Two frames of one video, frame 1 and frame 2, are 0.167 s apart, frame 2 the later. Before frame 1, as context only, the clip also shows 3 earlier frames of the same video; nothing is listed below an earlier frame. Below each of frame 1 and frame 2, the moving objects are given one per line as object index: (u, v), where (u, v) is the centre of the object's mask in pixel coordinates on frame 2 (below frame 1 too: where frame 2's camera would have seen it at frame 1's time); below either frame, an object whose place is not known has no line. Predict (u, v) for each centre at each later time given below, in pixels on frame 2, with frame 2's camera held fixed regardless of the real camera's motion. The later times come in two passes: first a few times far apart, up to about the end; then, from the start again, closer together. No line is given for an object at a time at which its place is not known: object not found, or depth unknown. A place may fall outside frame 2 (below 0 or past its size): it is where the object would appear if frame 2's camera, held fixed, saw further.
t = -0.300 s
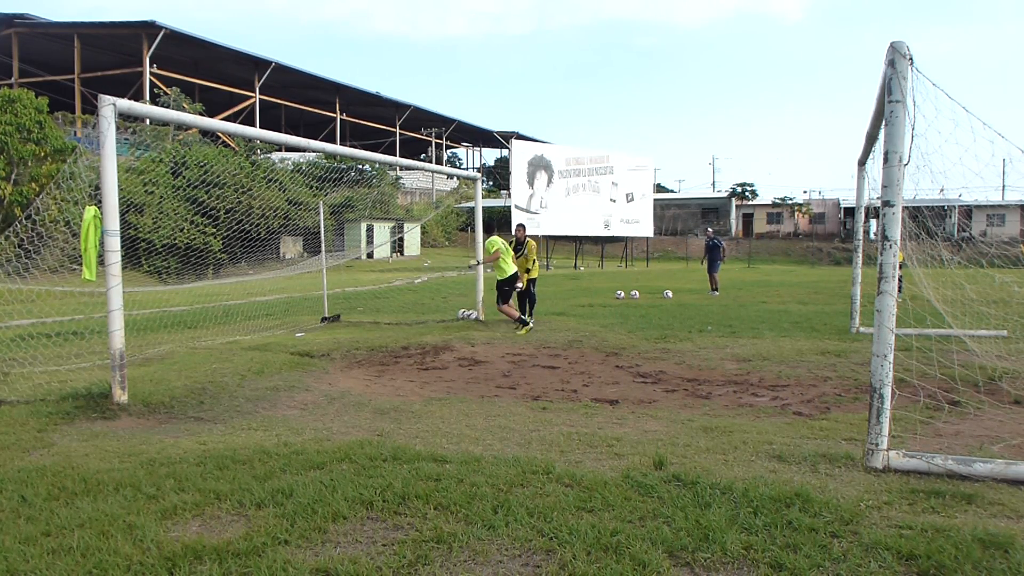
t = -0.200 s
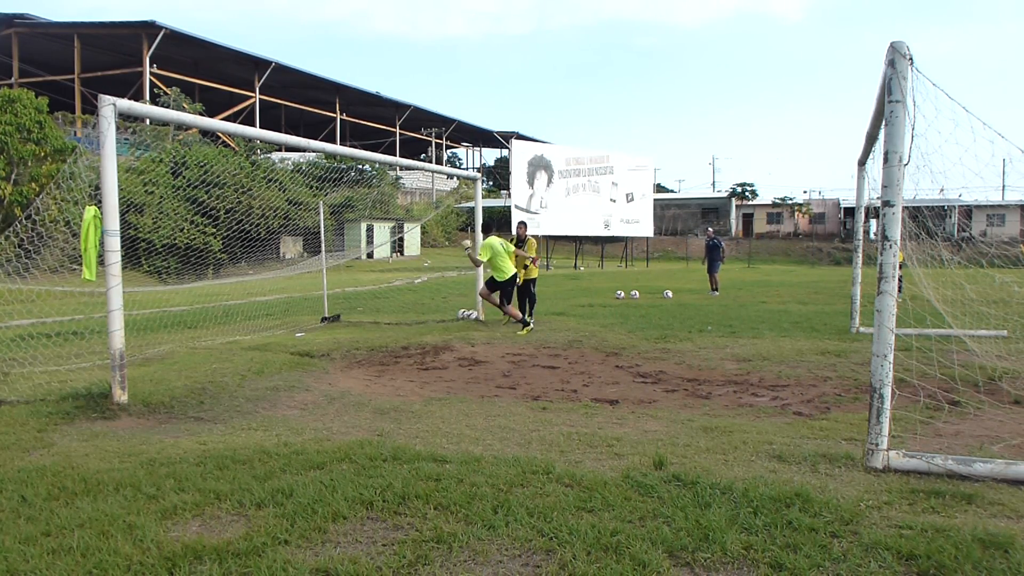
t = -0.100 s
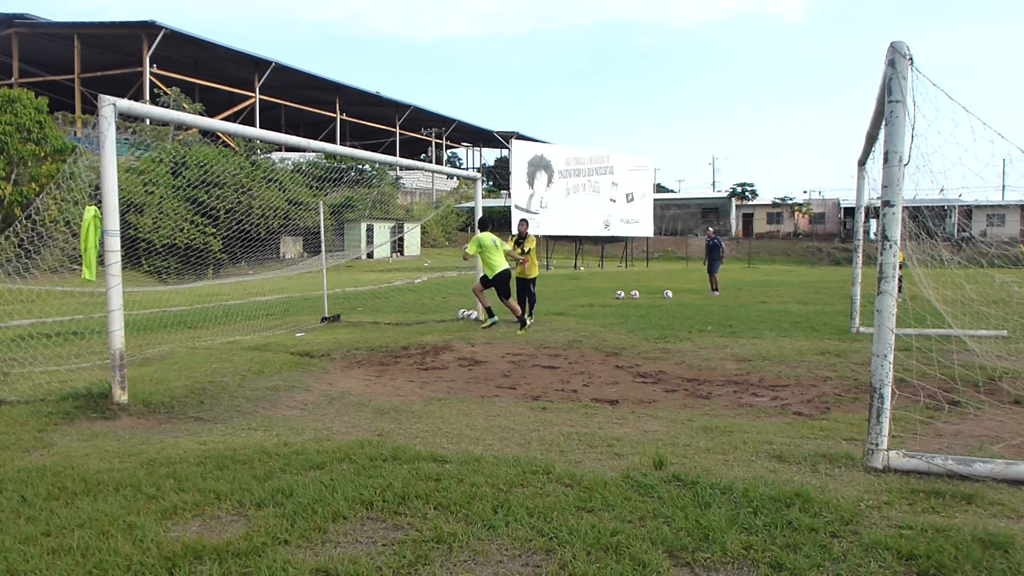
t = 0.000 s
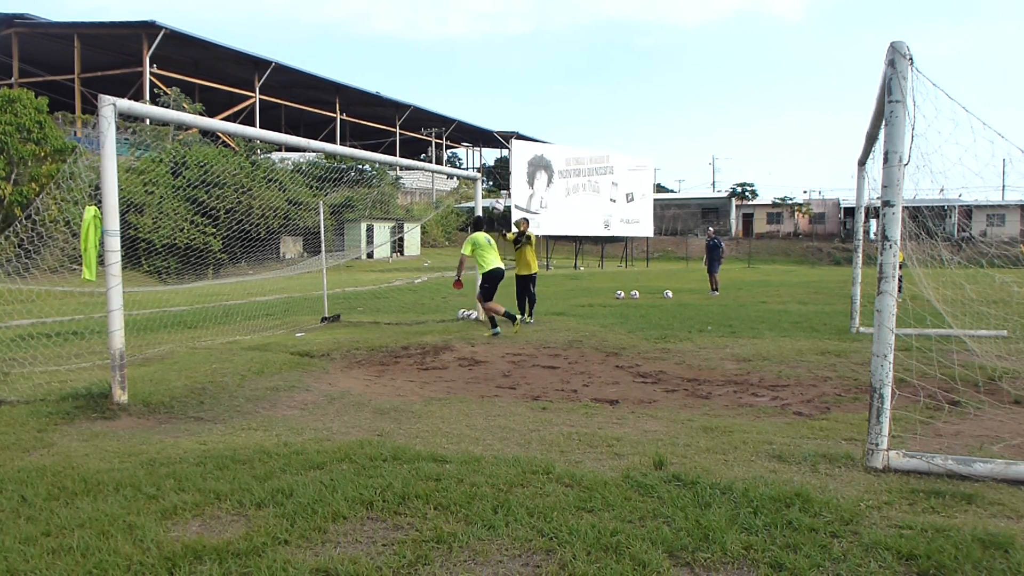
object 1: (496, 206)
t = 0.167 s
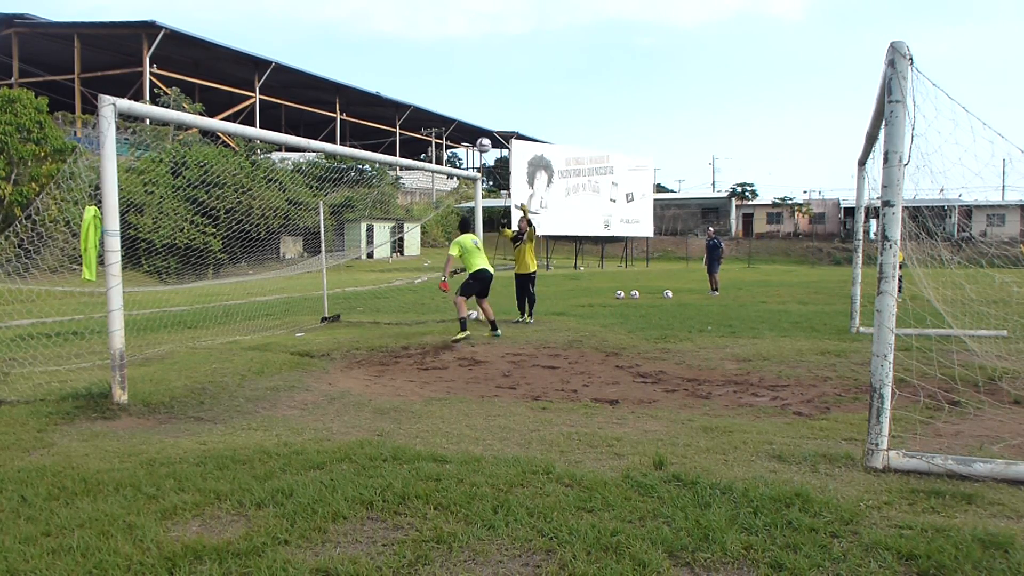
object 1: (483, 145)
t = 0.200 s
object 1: (481, 134)
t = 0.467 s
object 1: (457, 76)
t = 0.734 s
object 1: (430, 65)
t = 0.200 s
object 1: (481, 134)
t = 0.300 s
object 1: (472, 108)
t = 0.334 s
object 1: (469, 100)
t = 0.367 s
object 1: (466, 93)
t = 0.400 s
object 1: (463, 86)
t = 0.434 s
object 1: (460, 80)
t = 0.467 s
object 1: (457, 76)
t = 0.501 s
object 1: (454, 71)
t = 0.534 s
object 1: (450, 68)
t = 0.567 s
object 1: (447, 65)
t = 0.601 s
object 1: (444, 63)
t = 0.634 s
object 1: (441, 62)
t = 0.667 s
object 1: (437, 62)
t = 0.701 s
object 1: (434, 63)
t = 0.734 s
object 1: (430, 65)
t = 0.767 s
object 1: (427, 67)
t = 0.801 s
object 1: (423, 71)
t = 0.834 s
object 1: (420, 75)
